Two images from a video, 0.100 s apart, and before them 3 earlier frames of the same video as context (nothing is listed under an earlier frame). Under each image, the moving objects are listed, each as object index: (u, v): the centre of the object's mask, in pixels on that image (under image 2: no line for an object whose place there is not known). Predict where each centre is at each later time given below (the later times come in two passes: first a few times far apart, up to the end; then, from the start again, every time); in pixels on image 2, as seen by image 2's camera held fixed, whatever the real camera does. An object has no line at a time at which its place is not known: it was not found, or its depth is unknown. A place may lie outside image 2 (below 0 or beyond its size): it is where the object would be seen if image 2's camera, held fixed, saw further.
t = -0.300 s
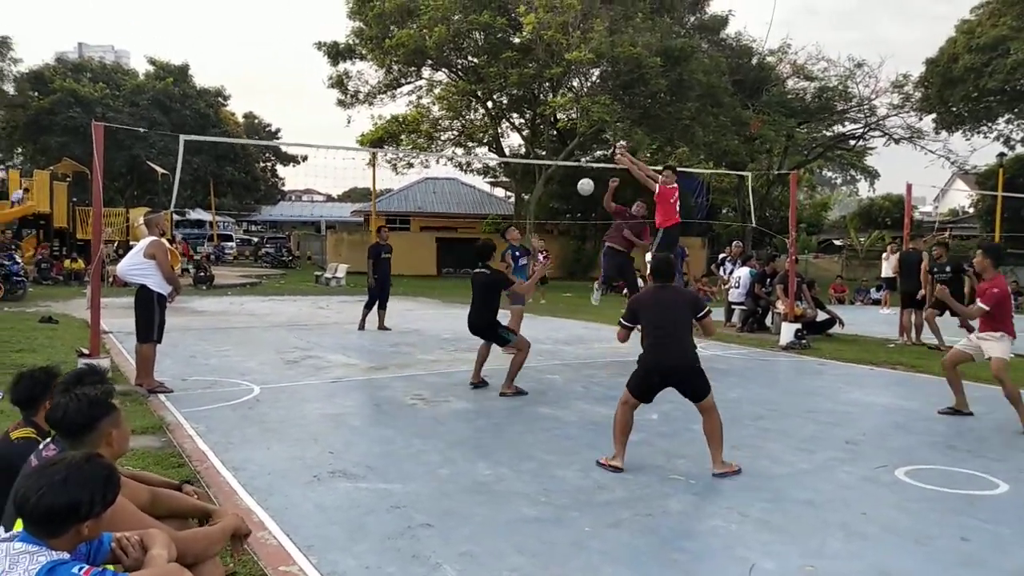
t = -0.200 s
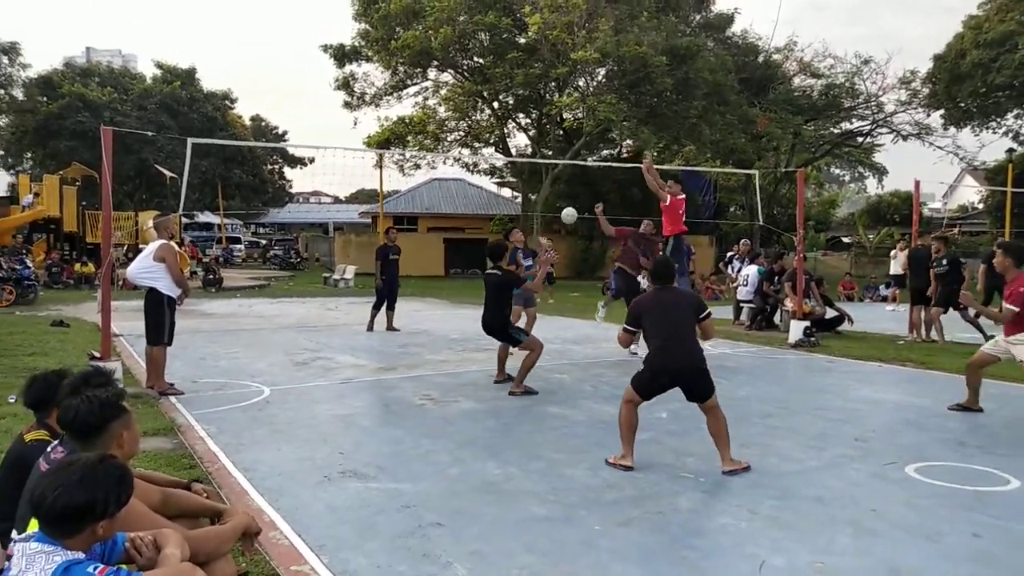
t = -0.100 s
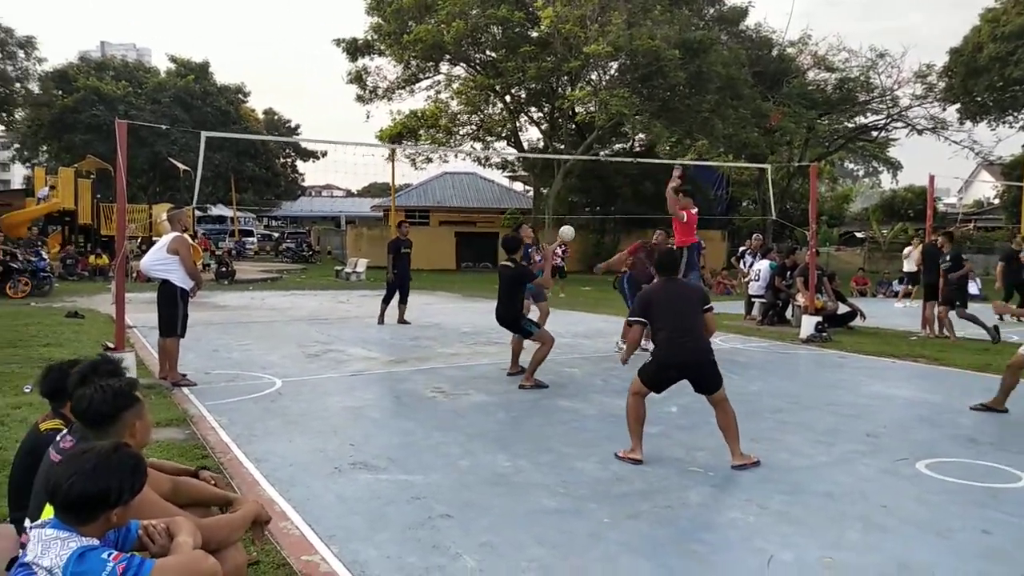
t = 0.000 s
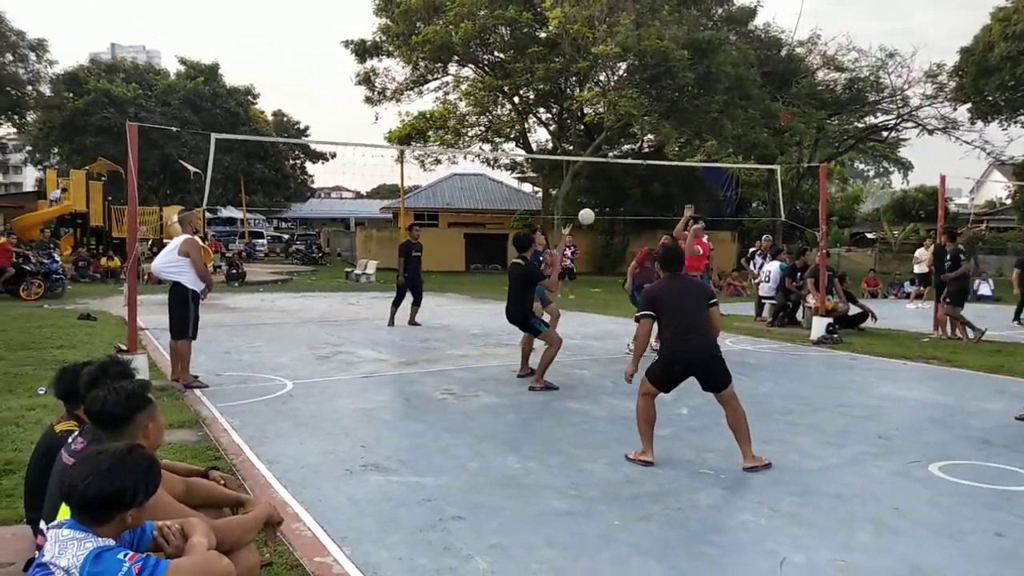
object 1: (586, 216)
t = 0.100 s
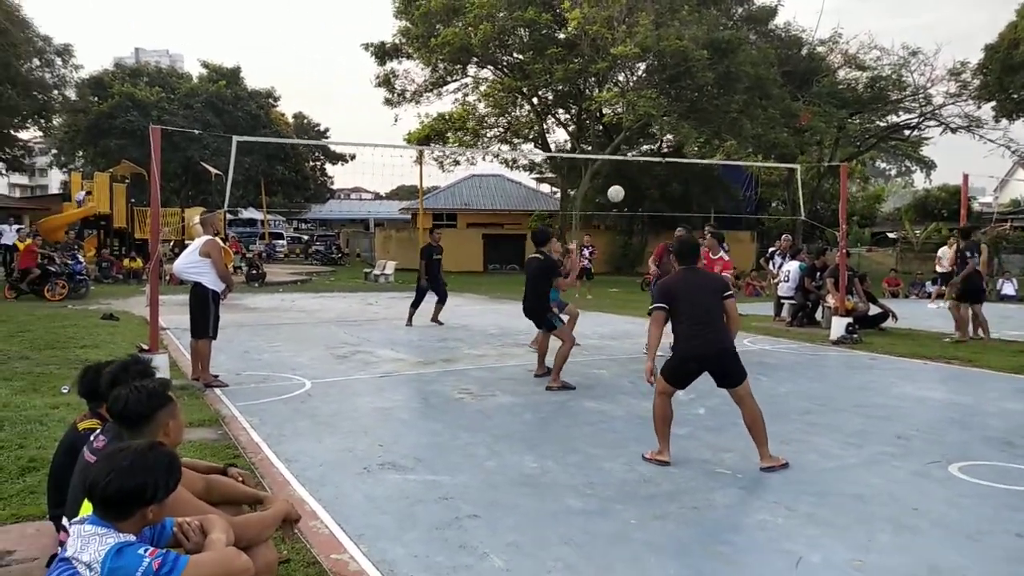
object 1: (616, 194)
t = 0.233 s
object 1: (630, 173)
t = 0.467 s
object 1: (628, 181)
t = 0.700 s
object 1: (599, 229)
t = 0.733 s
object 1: (594, 236)
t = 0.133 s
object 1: (619, 187)
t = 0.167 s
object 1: (623, 182)
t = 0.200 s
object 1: (627, 177)
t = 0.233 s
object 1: (630, 173)
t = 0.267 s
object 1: (634, 171)
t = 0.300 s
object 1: (637, 168)
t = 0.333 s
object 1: (637, 168)
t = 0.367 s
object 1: (636, 169)
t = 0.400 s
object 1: (634, 172)
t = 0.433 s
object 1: (632, 176)
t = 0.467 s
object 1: (628, 181)
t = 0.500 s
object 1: (625, 188)
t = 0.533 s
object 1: (622, 195)
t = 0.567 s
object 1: (618, 203)
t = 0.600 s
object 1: (613, 211)
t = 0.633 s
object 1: (609, 218)
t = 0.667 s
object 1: (604, 223)
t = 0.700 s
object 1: (599, 229)
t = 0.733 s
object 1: (594, 236)
